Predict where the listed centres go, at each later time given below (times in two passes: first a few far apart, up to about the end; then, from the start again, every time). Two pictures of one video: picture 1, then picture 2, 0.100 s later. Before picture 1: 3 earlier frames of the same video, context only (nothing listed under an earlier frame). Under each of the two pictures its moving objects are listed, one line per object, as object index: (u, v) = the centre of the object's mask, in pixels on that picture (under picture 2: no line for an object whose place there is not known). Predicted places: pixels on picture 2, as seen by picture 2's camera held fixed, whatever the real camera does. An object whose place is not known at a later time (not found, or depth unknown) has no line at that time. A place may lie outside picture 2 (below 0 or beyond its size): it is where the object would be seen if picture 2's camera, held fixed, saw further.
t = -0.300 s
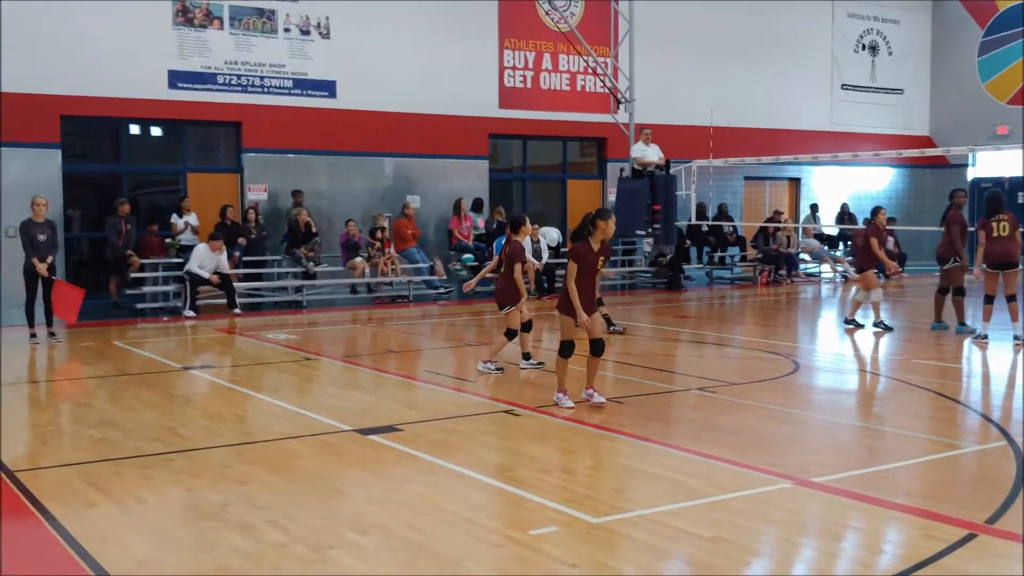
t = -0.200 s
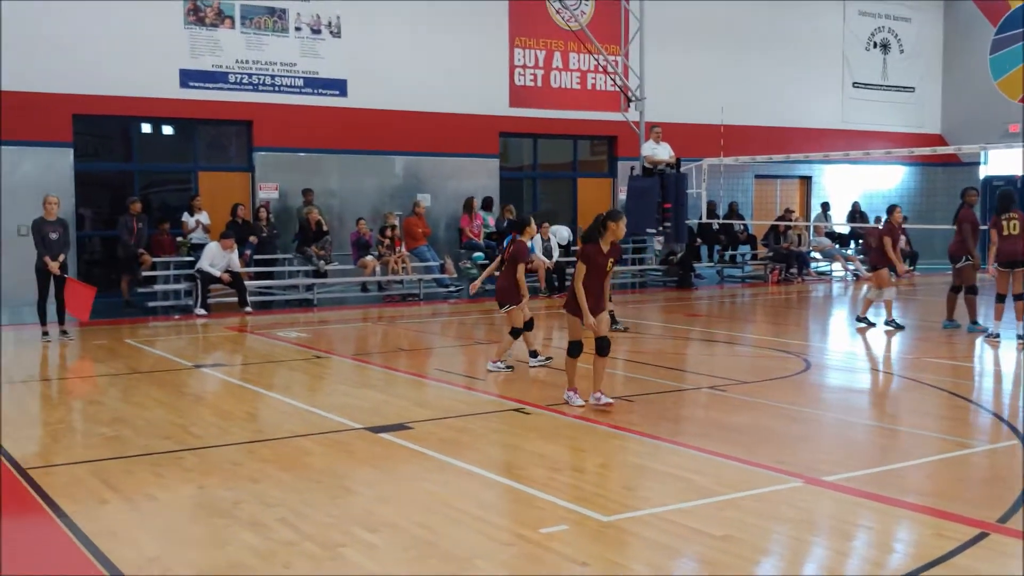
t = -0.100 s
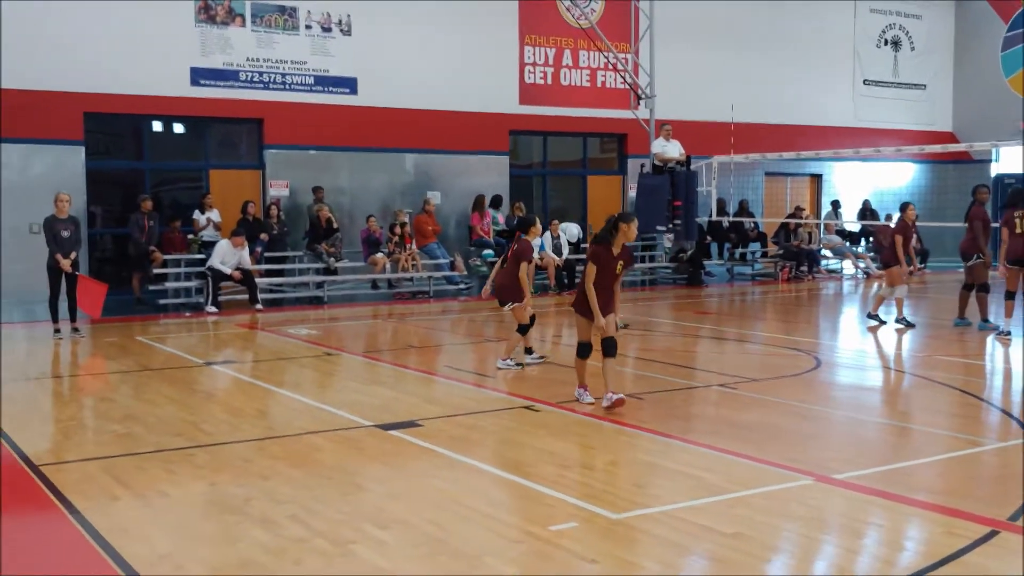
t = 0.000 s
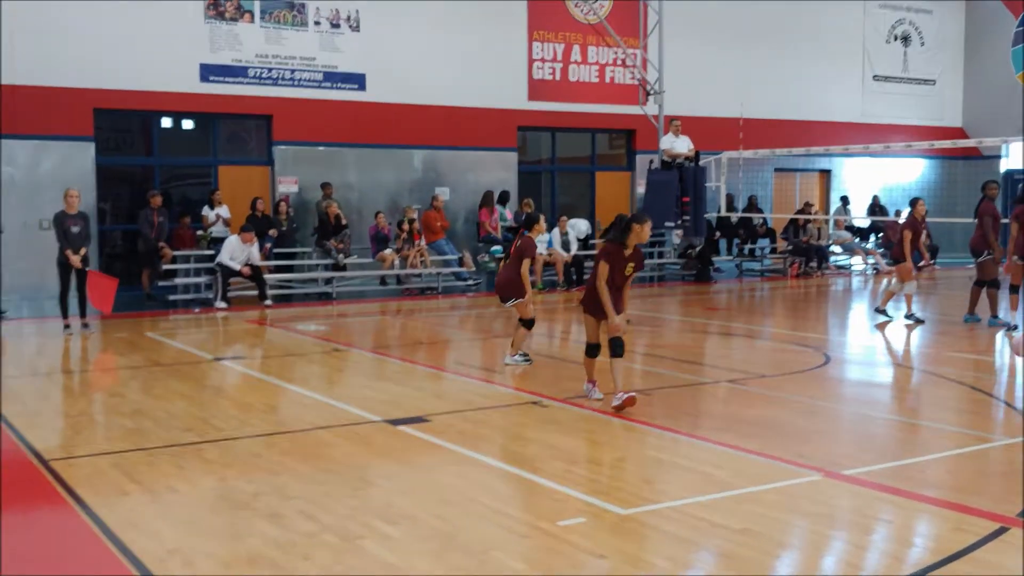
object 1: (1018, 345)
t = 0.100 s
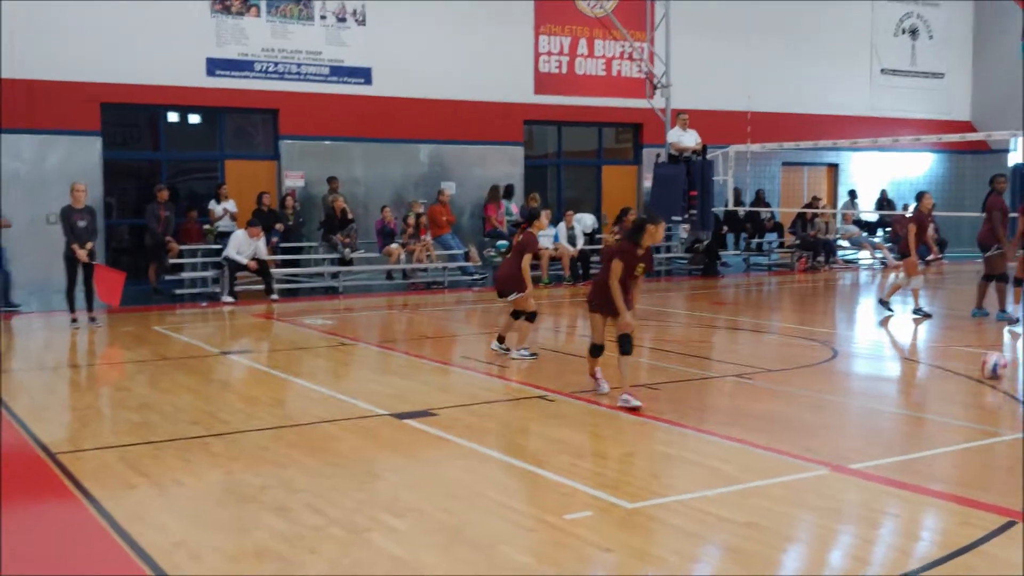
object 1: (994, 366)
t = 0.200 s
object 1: (956, 351)
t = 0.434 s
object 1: (858, 360)
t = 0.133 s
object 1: (981, 361)
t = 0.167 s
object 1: (968, 355)
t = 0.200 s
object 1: (956, 351)
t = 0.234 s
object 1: (942, 348)
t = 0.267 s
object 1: (928, 347)
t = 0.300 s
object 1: (916, 346)
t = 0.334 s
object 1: (902, 348)
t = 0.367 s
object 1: (888, 350)
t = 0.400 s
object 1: (875, 354)
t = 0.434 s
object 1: (858, 360)
